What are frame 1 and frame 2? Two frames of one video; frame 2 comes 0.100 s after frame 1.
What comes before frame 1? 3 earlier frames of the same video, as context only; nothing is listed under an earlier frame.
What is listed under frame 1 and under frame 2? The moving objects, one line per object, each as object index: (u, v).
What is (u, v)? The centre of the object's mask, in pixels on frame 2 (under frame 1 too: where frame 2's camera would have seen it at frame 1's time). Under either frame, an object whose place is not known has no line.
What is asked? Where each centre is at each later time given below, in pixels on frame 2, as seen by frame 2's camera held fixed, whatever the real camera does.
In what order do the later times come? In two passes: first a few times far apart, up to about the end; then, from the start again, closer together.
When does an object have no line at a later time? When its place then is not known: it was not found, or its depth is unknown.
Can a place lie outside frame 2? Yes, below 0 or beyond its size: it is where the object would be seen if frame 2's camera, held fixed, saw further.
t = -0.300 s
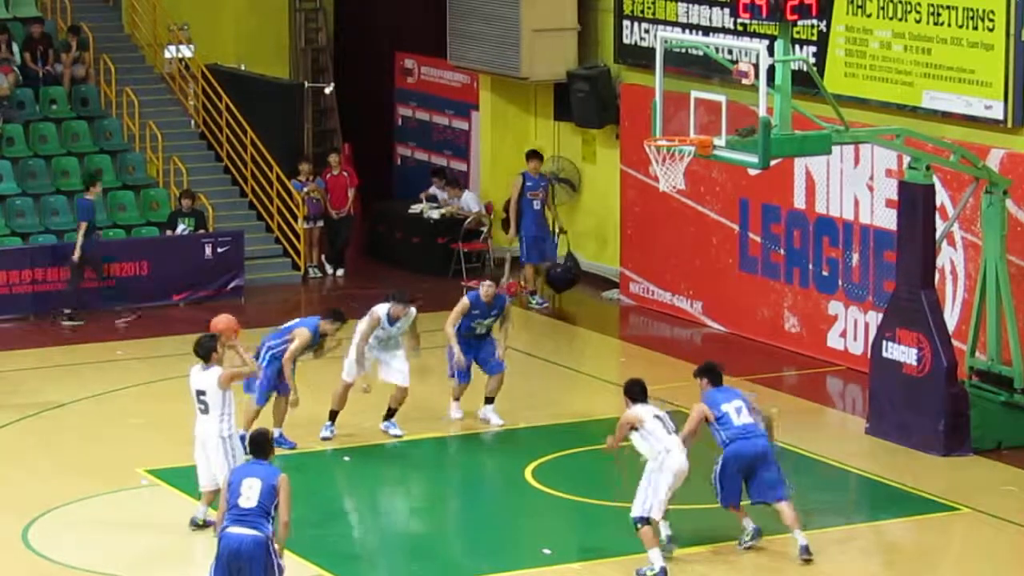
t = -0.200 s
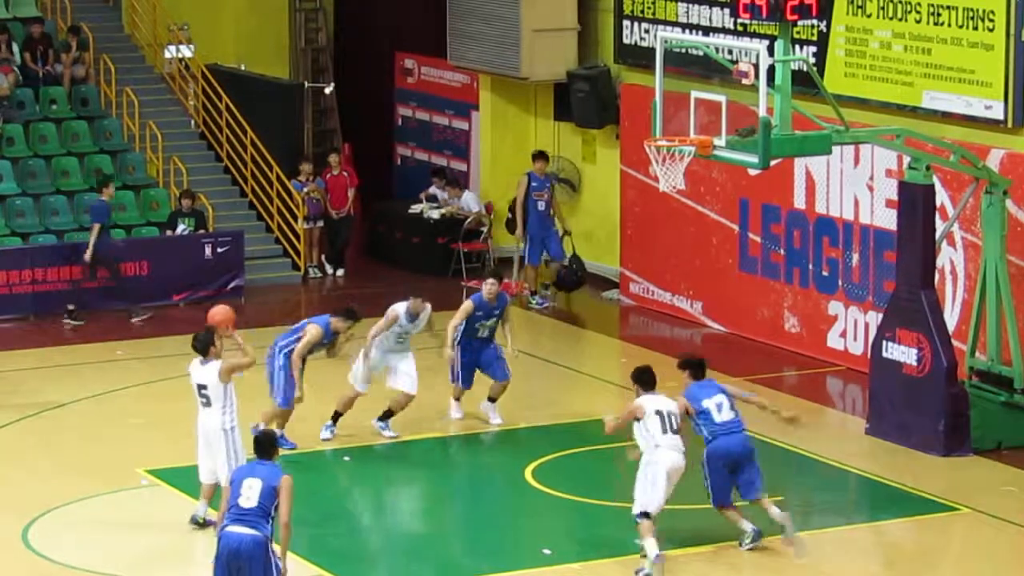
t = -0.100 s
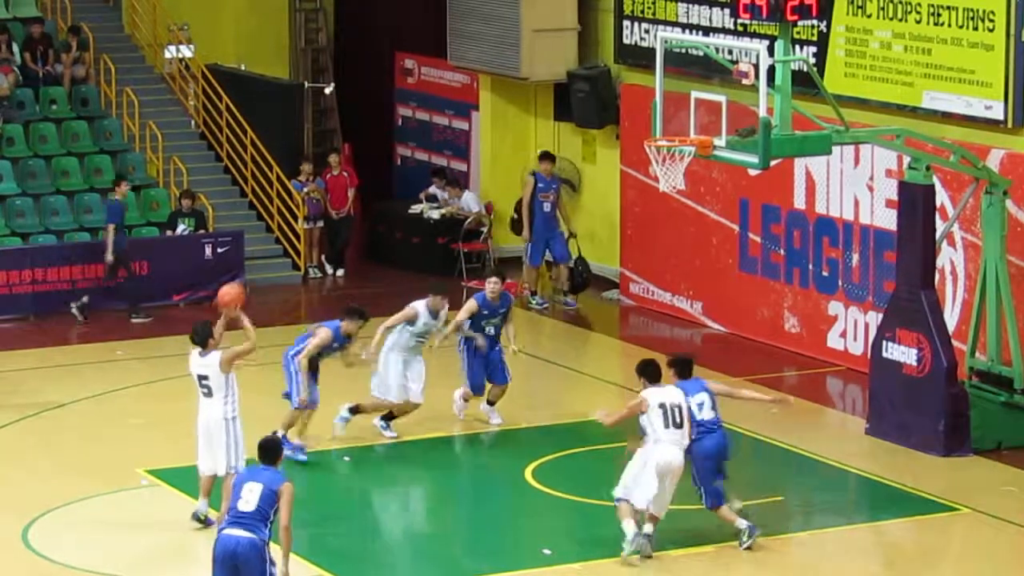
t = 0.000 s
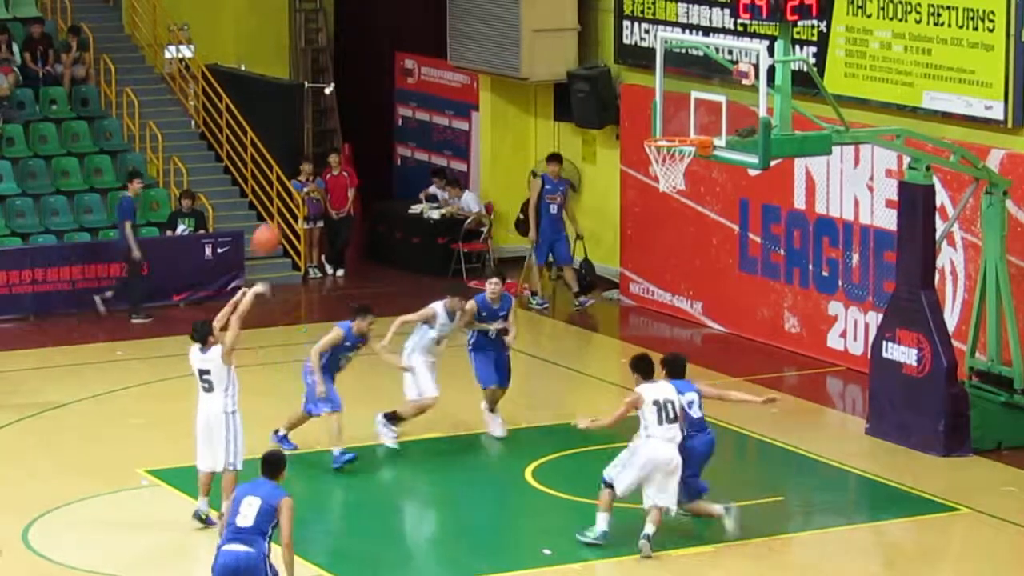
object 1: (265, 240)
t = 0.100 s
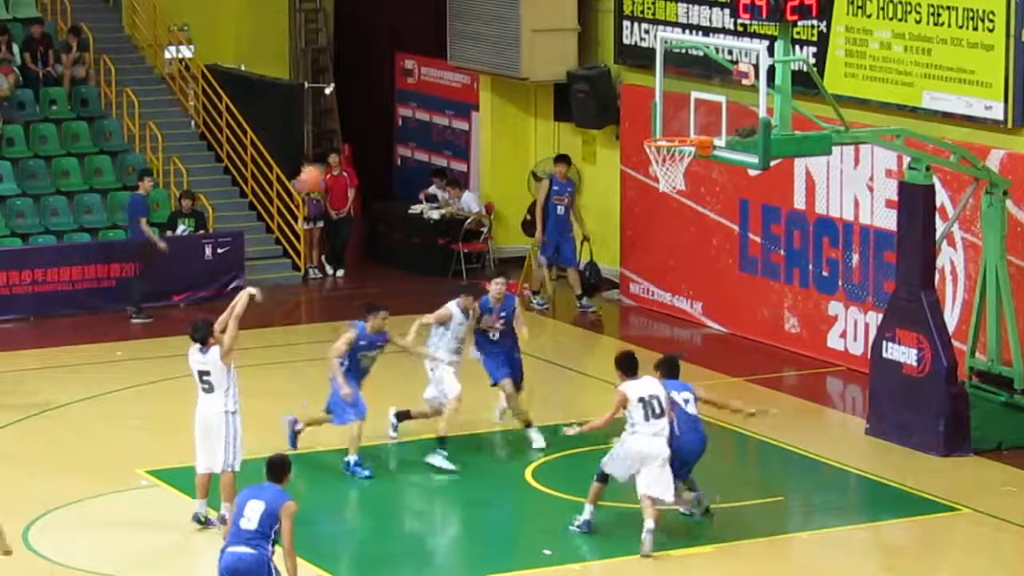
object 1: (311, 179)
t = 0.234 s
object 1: (372, 122)
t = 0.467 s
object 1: (474, 64)
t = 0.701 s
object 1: (574, 68)
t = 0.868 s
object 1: (639, 104)
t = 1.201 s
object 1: (665, 238)
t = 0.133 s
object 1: (327, 163)
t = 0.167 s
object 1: (343, 144)
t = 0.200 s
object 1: (358, 134)
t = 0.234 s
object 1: (372, 122)
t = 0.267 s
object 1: (386, 110)
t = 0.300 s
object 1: (401, 98)
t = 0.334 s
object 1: (415, 89)
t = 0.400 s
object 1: (446, 74)
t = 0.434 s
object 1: (460, 67)
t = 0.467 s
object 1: (474, 64)
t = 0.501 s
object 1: (487, 62)
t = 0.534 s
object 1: (502, 60)
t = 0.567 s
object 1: (516, 59)
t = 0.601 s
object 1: (530, 61)
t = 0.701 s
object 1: (574, 68)
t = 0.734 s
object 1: (587, 75)
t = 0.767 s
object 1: (602, 81)
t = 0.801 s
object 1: (614, 89)
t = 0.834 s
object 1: (627, 97)
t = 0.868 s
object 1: (639, 104)
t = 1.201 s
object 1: (665, 238)
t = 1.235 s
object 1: (663, 256)
